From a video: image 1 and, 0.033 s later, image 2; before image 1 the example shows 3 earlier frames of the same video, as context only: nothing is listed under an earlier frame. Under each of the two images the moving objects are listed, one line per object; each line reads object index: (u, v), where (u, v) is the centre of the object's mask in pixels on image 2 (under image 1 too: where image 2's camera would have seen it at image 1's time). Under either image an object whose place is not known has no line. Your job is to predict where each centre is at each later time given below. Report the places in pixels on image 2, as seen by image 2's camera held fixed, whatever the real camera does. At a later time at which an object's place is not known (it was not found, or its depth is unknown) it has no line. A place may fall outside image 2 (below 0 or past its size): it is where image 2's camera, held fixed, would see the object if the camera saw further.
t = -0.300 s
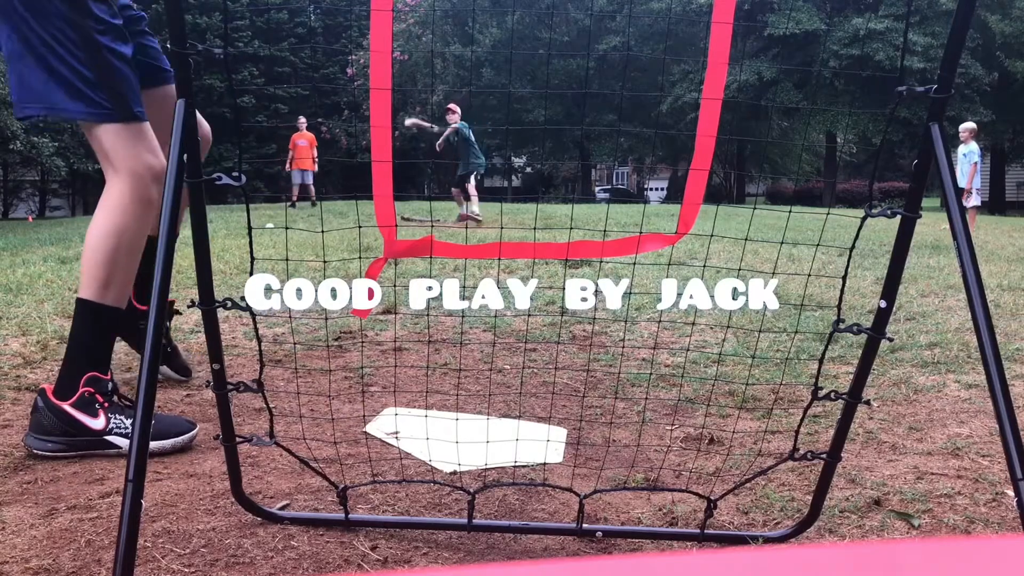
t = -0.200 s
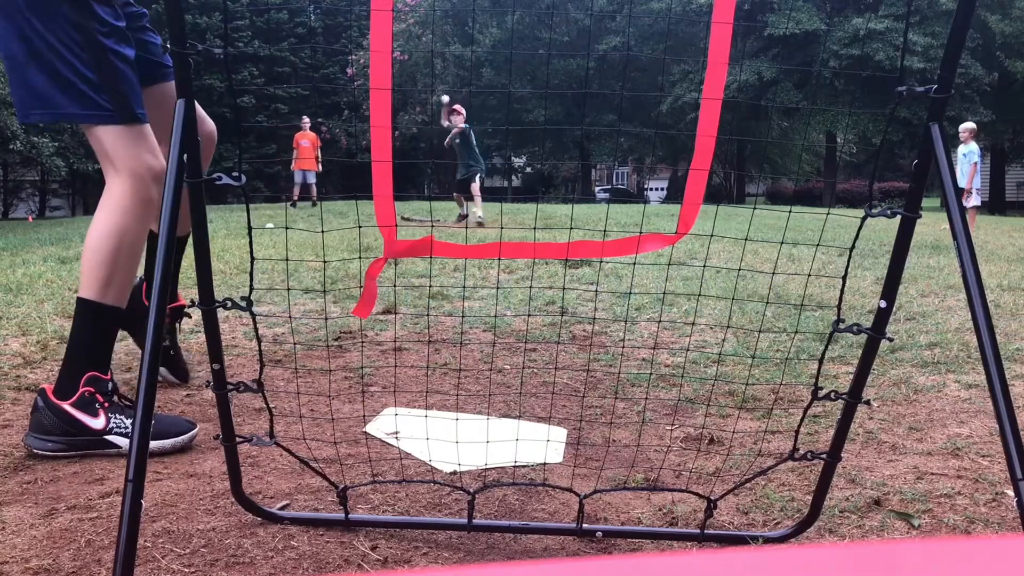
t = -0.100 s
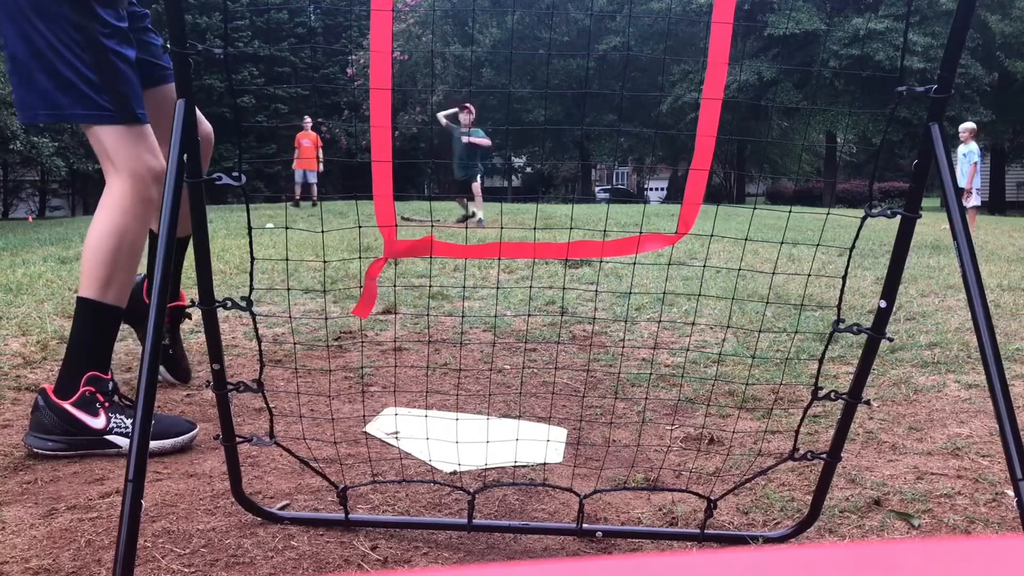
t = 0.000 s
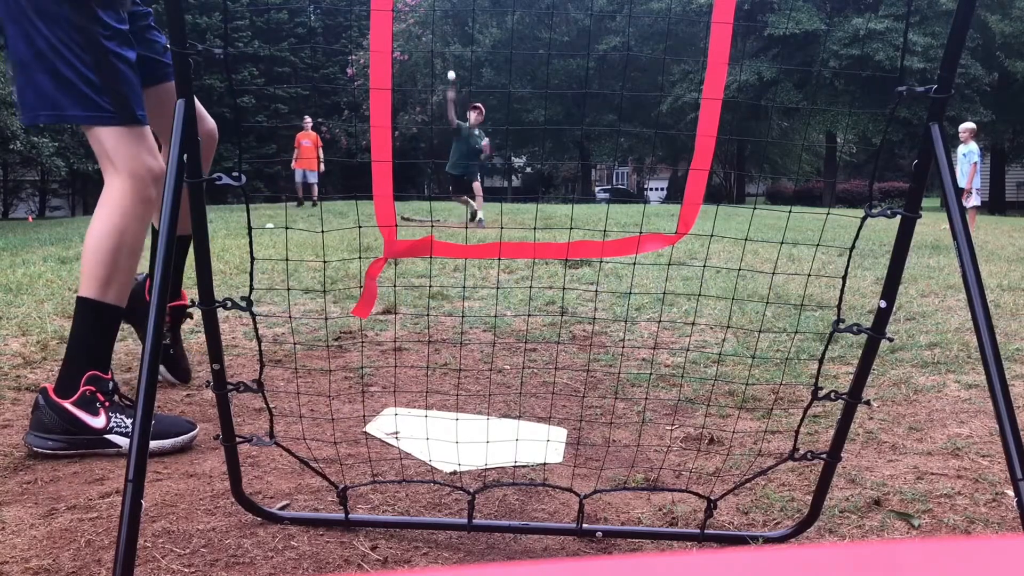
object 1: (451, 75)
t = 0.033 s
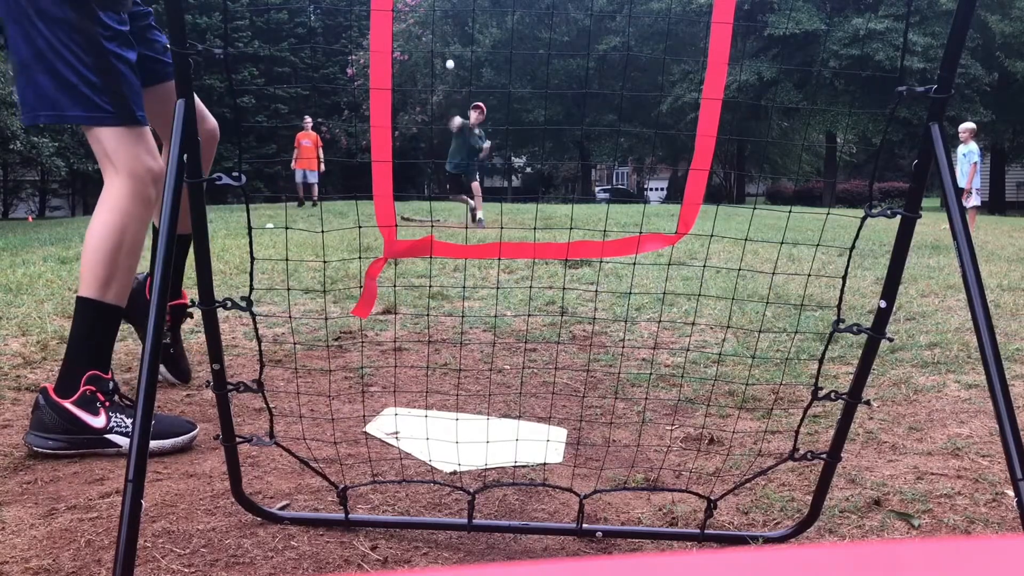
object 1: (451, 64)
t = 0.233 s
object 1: (450, 5)
